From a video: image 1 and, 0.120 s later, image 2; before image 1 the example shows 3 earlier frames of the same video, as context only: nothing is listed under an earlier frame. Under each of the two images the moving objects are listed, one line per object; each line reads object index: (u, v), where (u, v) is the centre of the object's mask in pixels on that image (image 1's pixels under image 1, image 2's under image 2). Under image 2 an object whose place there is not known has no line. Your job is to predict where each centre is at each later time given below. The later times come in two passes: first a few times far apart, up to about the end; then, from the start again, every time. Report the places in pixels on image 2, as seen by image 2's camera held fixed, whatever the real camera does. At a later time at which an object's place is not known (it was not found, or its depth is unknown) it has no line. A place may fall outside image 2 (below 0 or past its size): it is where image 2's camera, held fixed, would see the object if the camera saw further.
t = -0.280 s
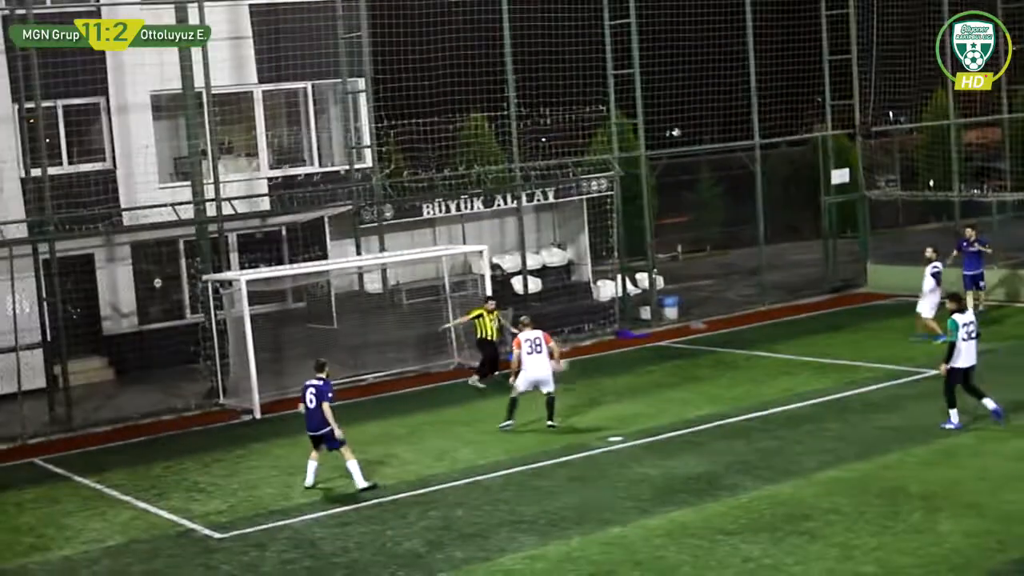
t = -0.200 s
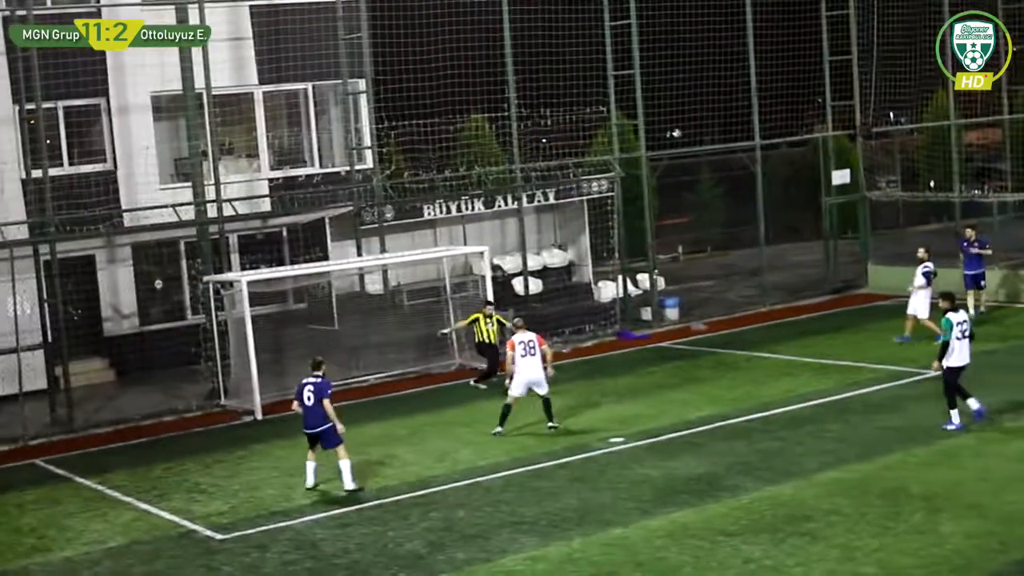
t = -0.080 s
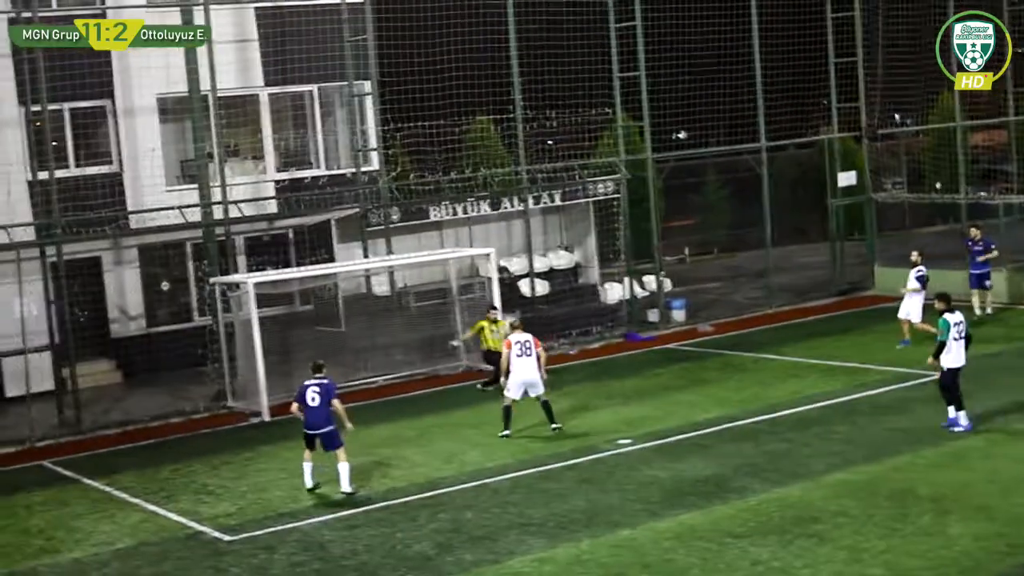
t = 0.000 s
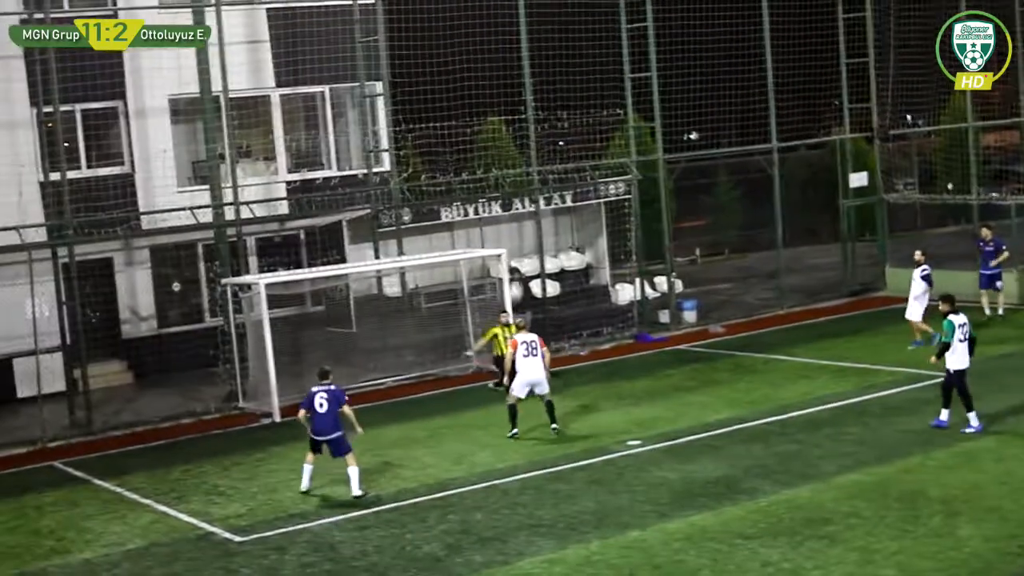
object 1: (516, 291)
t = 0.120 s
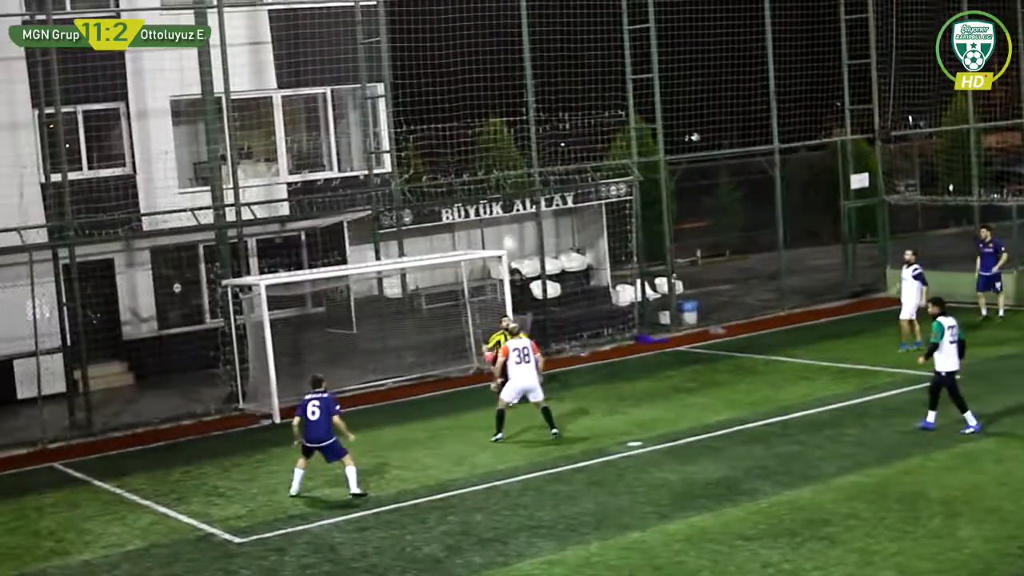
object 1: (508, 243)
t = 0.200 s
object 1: (504, 216)
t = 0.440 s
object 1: (491, 156)
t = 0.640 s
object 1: (481, 132)
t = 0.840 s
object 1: (472, 135)
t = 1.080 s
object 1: (463, 177)
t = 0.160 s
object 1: (506, 228)
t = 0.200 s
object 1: (504, 216)
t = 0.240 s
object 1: (502, 203)
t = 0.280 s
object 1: (500, 192)
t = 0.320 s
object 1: (498, 181)
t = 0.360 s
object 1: (496, 172)
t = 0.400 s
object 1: (494, 163)
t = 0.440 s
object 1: (491, 156)
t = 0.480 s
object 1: (489, 149)
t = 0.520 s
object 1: (487, 142)
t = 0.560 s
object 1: (485, 139)
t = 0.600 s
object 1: (483, 135)
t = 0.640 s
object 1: (481, 132)
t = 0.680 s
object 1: (479, 131)
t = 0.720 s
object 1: (477, 130)
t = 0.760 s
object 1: (475, 131)
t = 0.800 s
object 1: (474, 133)
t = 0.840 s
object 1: (472, 135)
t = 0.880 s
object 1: (470, 139)
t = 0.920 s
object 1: (469, 145)
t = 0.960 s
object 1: (467, 151)
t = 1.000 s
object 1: (466, 159)
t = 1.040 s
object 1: (464, 167)
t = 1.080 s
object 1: (463, 177)
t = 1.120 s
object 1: (462, 189)
